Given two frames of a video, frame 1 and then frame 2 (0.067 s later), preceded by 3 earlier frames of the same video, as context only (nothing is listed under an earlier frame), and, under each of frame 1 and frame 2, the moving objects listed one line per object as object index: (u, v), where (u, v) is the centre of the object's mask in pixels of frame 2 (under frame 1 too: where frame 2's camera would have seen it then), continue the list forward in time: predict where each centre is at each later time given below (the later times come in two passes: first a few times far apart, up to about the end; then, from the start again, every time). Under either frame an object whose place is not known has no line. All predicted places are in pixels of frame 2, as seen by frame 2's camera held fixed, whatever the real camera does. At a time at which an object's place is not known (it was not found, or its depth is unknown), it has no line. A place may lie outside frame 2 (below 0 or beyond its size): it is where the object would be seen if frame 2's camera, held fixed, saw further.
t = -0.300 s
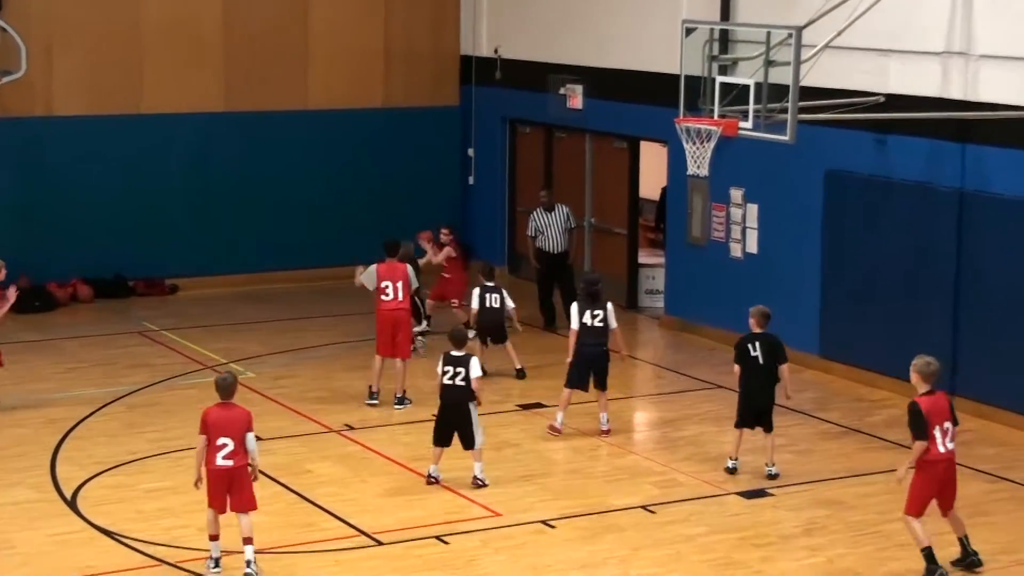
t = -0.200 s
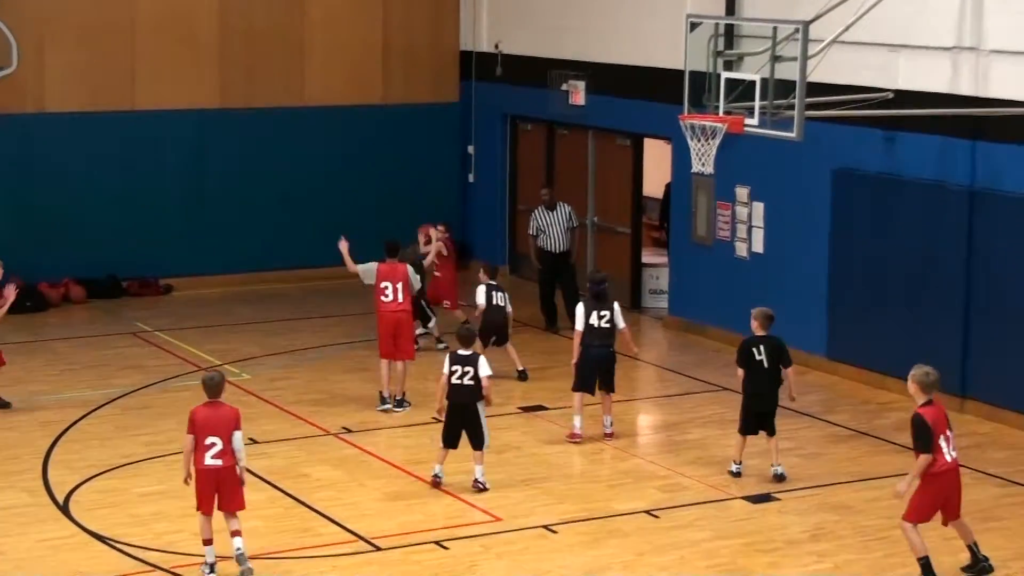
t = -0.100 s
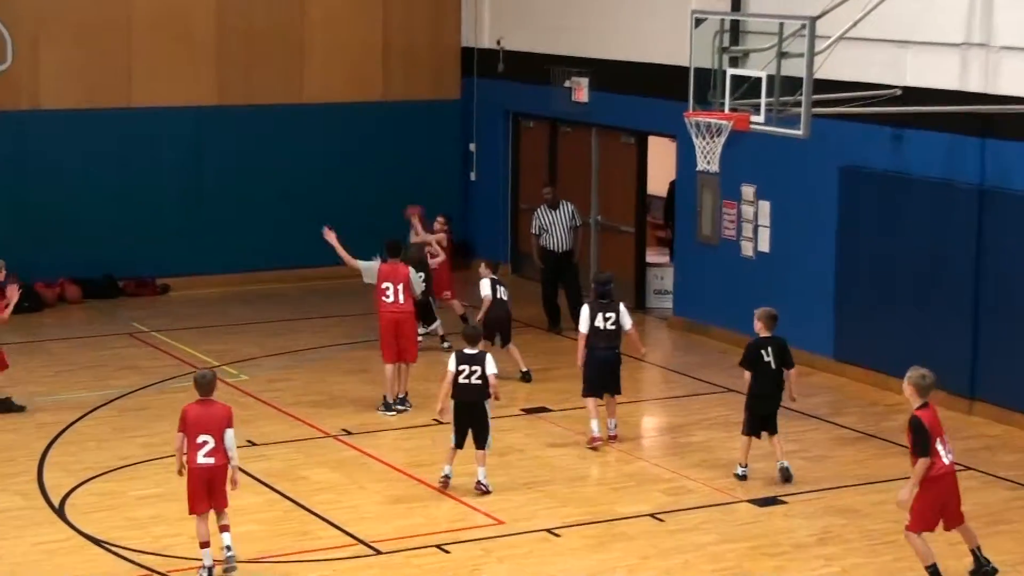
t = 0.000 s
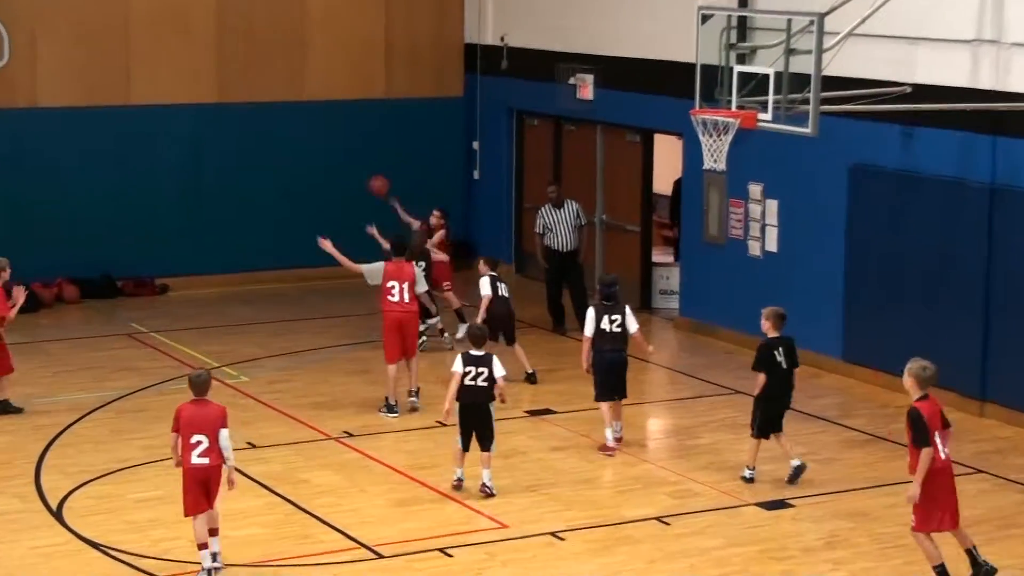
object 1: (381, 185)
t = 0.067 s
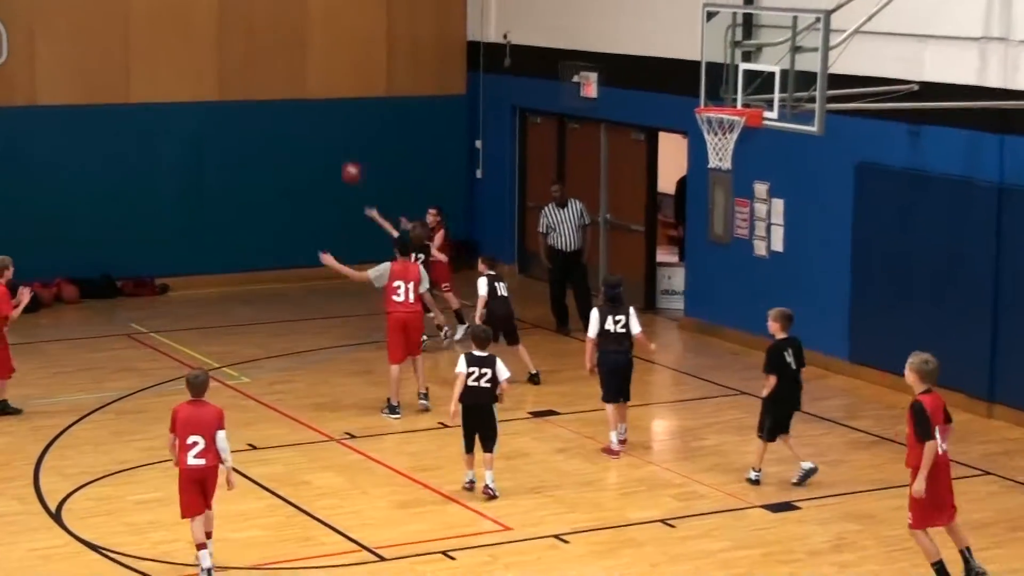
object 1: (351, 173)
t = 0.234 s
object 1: (269, 156)
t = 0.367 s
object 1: (204, 167)
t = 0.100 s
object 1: (335, 168)
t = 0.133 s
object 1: (320, 163)
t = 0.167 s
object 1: (303, 160)
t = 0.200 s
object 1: (285, 158)
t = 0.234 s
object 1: (269, 156)
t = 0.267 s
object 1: (252, 156)
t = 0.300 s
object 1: (236, 158)
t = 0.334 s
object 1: (221, 162)
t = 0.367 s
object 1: (204, 167)
